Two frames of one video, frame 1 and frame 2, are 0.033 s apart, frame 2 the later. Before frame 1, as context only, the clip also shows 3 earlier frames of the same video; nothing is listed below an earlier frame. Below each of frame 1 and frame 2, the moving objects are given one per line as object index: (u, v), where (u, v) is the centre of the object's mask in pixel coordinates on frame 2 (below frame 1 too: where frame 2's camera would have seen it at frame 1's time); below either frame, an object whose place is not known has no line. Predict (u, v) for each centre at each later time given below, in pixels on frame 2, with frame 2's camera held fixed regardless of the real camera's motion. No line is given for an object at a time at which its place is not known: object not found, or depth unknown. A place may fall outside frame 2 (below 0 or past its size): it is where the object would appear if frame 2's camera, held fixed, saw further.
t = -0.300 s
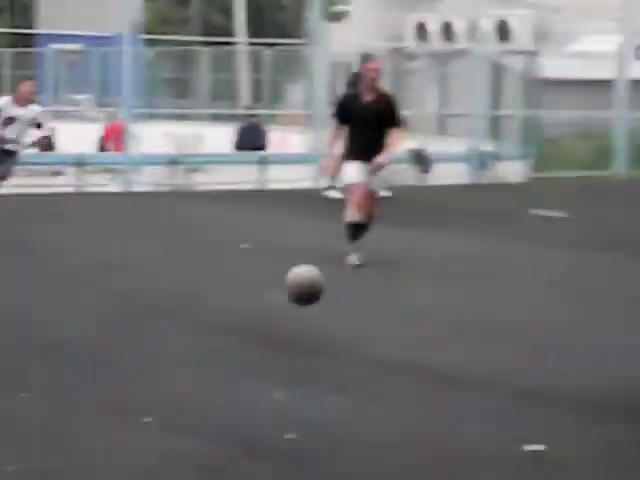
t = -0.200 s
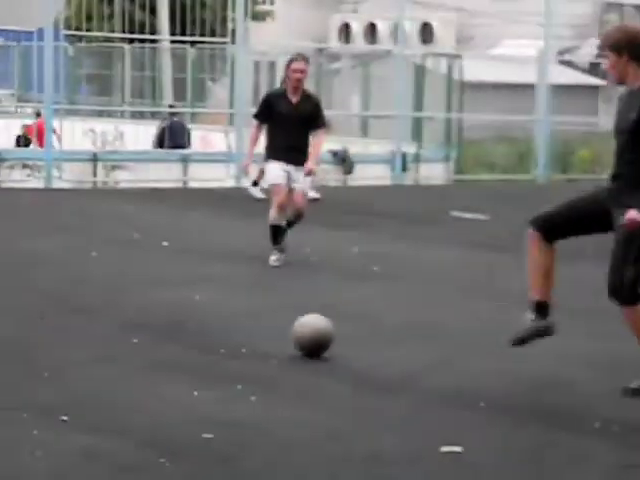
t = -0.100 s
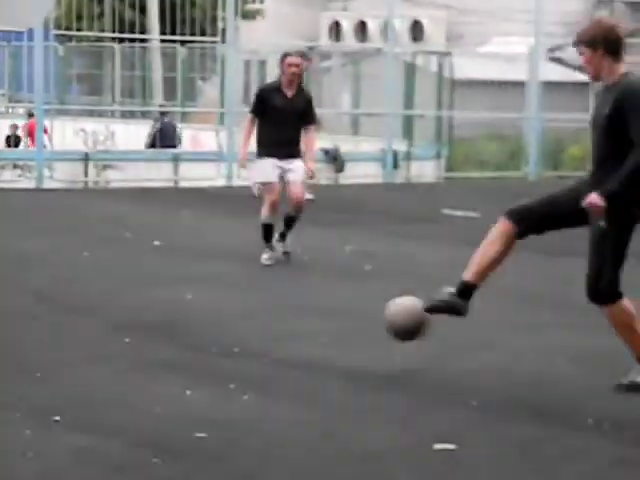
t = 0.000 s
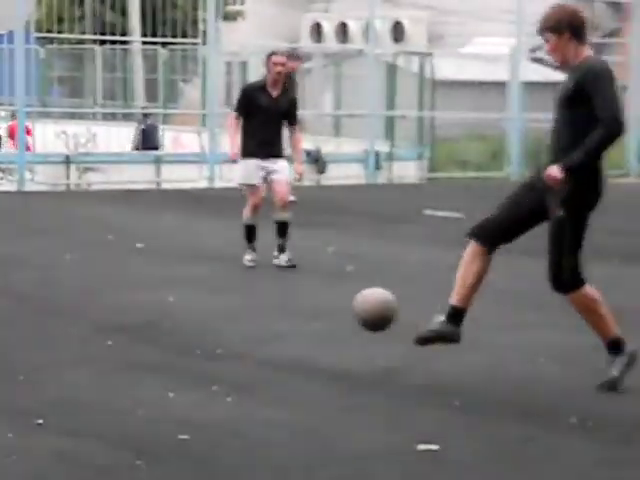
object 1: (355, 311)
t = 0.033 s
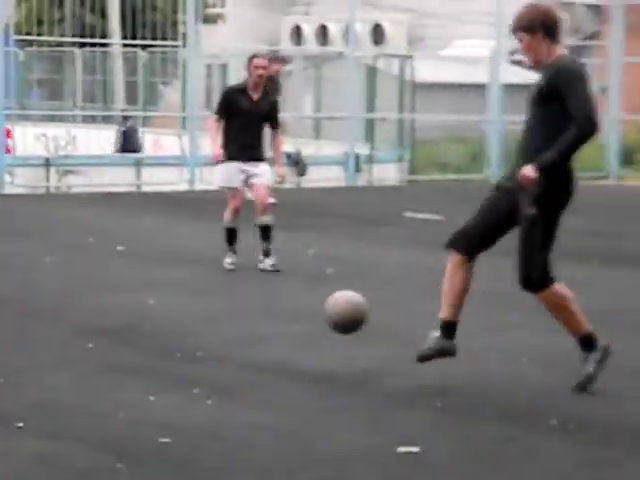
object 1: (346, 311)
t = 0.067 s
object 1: (336, 314)
